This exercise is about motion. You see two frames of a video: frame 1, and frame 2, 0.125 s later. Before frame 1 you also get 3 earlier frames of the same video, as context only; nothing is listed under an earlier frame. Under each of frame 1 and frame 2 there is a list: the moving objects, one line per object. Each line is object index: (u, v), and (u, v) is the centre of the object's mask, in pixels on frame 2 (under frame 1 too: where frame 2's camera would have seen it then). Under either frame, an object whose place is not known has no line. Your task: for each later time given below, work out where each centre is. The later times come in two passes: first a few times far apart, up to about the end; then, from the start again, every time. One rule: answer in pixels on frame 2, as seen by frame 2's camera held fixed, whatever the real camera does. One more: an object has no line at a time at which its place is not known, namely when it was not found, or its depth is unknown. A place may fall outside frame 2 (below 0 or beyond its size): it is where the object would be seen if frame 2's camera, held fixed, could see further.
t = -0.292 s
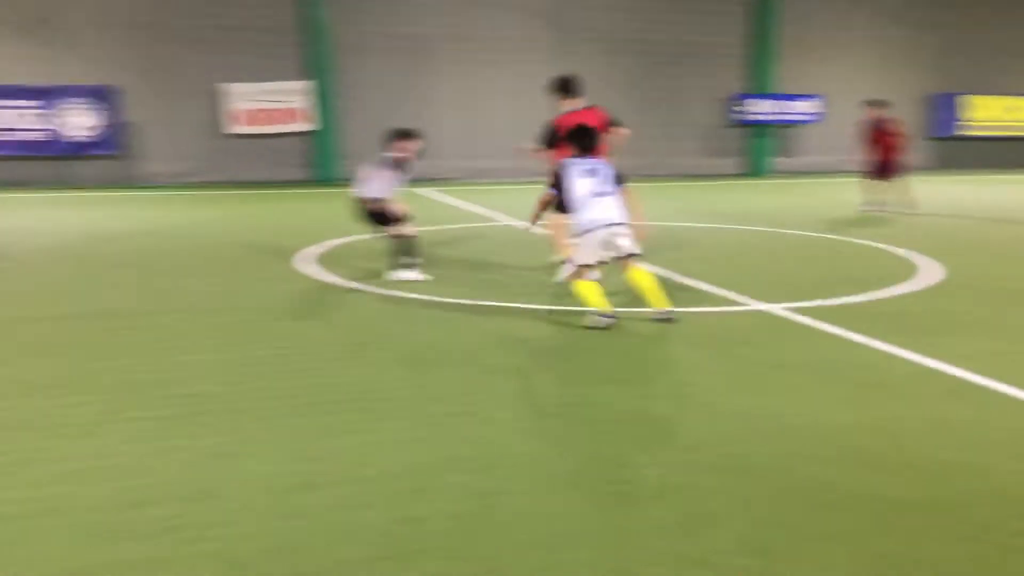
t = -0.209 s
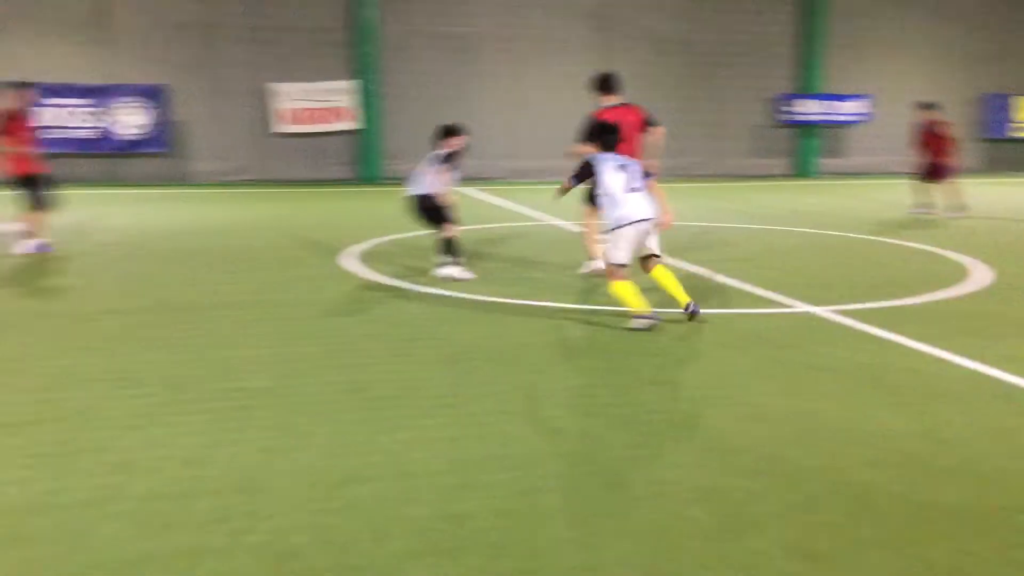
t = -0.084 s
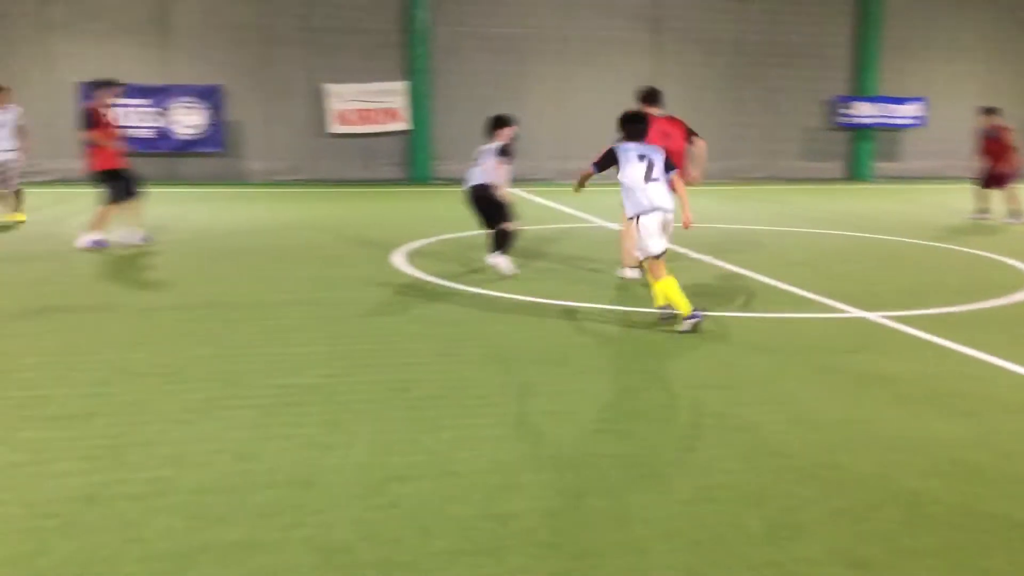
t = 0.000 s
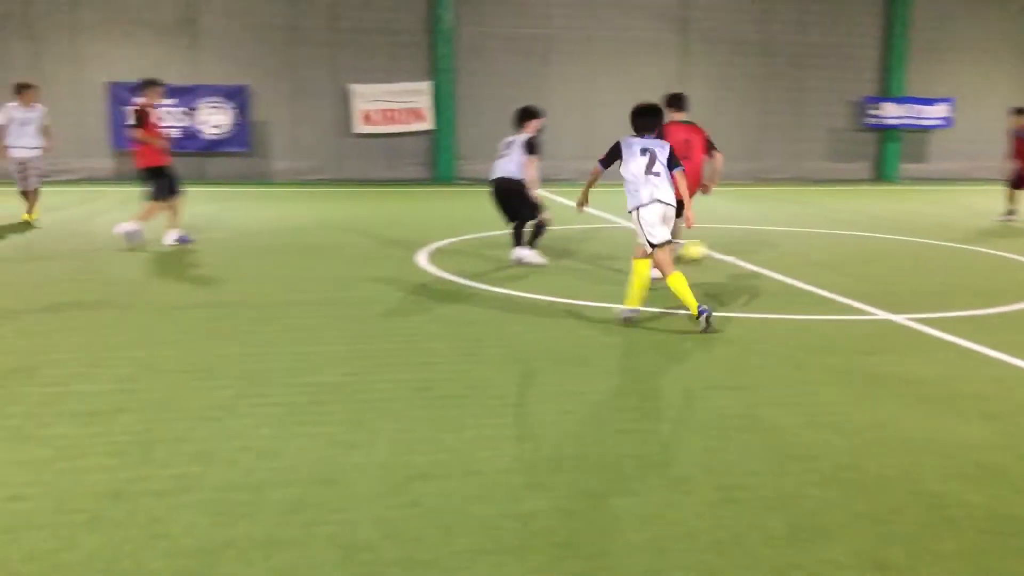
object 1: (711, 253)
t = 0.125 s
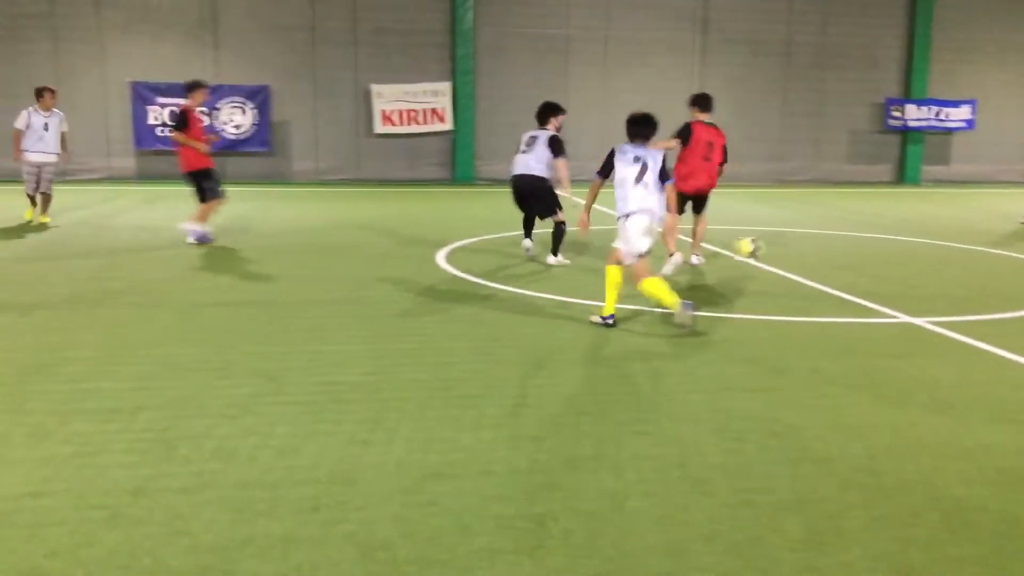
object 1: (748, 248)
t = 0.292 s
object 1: (791, 242)
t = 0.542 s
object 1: (831, 237)
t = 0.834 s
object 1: (863, 230)
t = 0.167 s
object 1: (761, 247)
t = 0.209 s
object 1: (771, 245)
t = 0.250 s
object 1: (782, 244)
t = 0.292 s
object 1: (791, 242)
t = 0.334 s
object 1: (799, 242)
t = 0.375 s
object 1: (806, 240)
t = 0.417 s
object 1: (813, 239)
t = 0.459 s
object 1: (821, 239)
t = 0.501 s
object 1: (825, 237)
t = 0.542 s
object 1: (831, 237)
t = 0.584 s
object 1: (837, 236)
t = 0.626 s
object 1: (841, 235)
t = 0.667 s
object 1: (845, 233)
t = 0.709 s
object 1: (849, 232)
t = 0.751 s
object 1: (856, 232)
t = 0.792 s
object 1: (858, 230)
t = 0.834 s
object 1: (863, 230)
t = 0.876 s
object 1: (865, 228)
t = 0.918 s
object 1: (871, 227)
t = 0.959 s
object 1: (876, 226)
